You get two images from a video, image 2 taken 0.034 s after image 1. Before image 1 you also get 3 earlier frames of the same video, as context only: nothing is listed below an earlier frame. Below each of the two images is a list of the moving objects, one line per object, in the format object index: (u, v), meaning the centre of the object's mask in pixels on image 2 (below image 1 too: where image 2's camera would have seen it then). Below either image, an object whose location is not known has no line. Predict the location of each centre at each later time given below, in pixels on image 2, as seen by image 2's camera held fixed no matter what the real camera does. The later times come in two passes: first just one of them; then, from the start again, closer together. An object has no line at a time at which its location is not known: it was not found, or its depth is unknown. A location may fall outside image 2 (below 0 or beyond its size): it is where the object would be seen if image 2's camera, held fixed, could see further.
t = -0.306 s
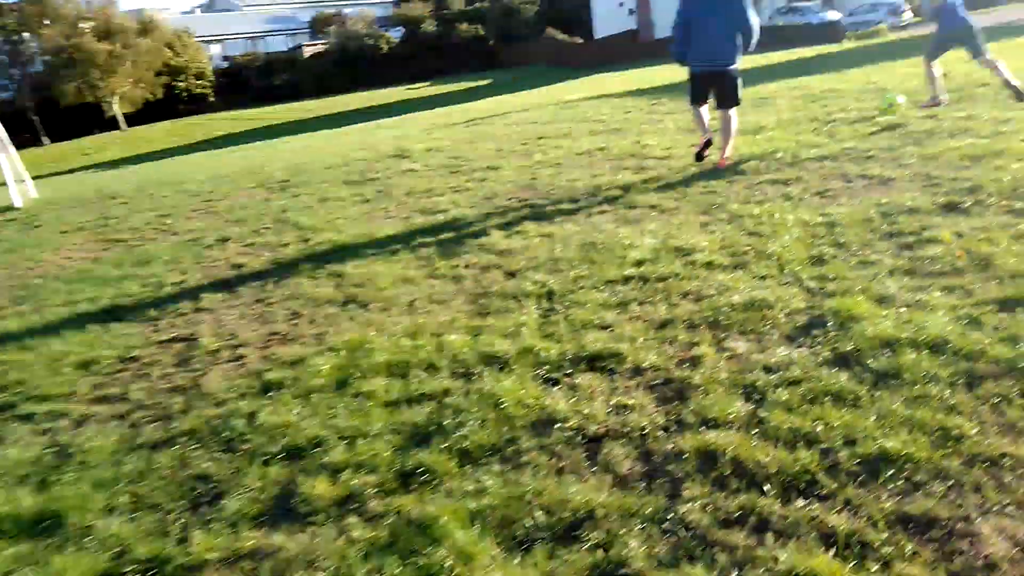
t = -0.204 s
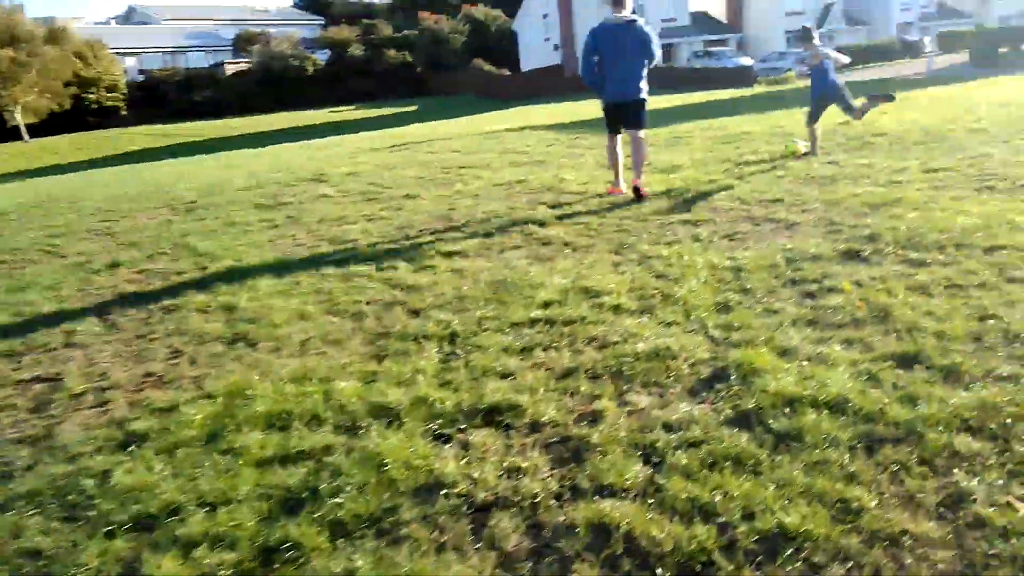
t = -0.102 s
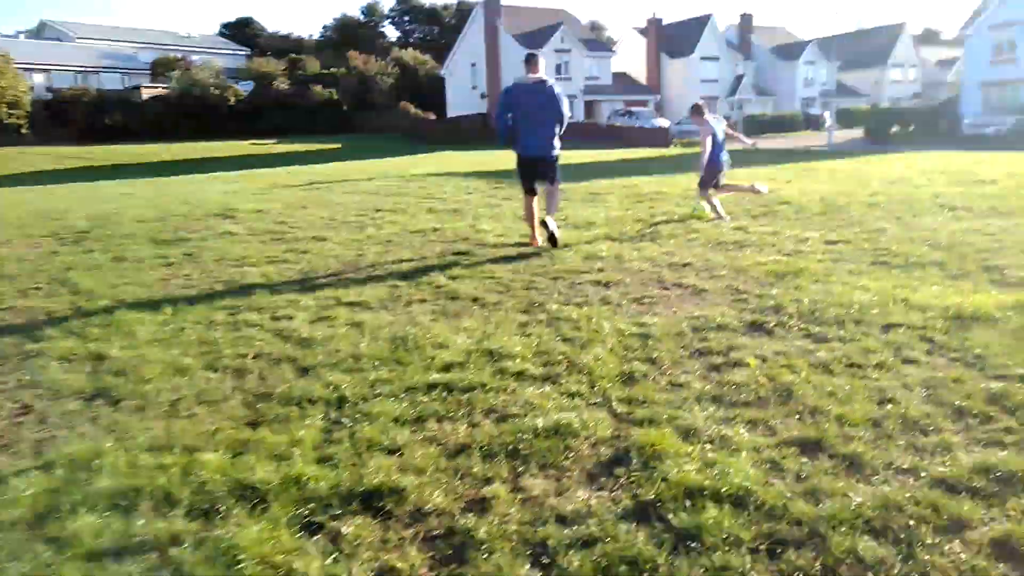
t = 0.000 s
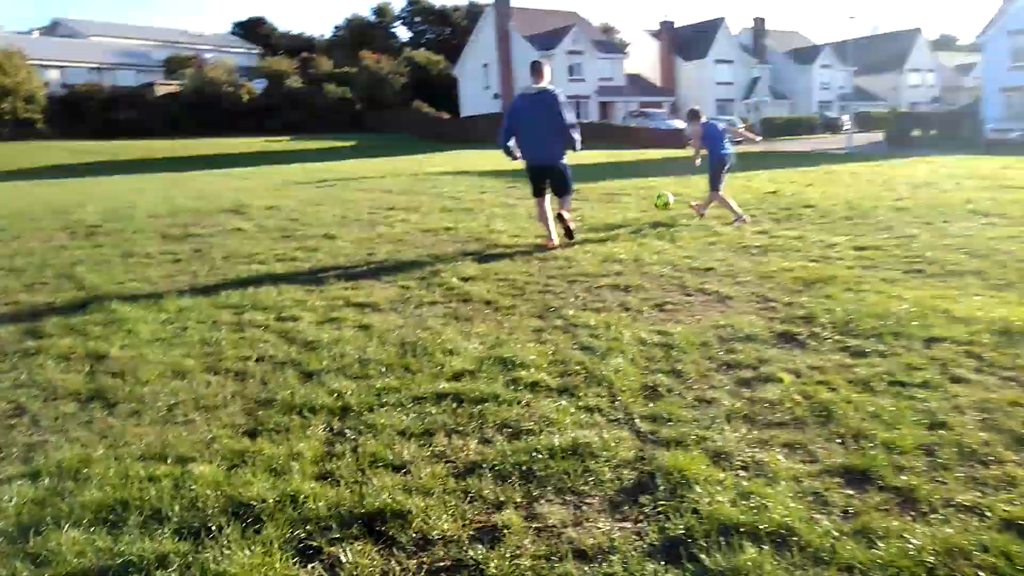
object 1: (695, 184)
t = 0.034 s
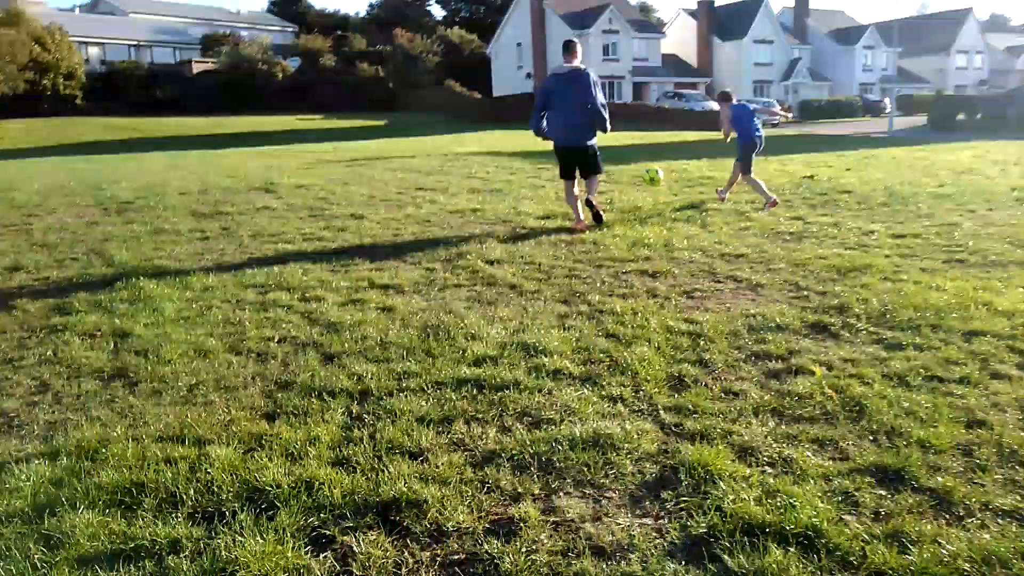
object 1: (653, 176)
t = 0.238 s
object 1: (420, 146)
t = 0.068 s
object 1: (612, 169)
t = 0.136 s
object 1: (535, 157)
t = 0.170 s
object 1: (496, 153)
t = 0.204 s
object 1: (458, 150)
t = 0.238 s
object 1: (420, 146)
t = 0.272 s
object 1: (383, 144)
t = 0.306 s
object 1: (349, 145)
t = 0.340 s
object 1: (313, 143)
